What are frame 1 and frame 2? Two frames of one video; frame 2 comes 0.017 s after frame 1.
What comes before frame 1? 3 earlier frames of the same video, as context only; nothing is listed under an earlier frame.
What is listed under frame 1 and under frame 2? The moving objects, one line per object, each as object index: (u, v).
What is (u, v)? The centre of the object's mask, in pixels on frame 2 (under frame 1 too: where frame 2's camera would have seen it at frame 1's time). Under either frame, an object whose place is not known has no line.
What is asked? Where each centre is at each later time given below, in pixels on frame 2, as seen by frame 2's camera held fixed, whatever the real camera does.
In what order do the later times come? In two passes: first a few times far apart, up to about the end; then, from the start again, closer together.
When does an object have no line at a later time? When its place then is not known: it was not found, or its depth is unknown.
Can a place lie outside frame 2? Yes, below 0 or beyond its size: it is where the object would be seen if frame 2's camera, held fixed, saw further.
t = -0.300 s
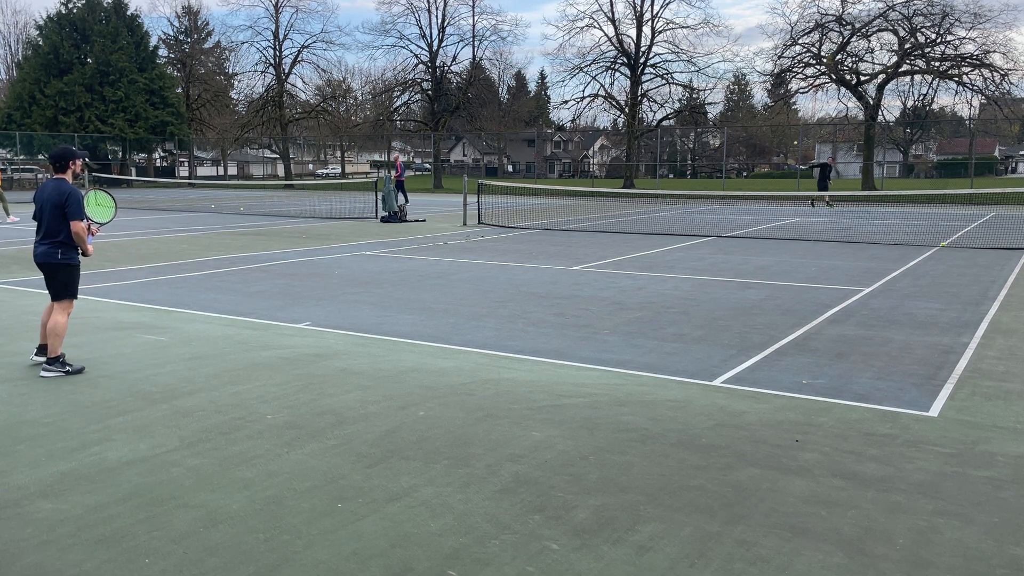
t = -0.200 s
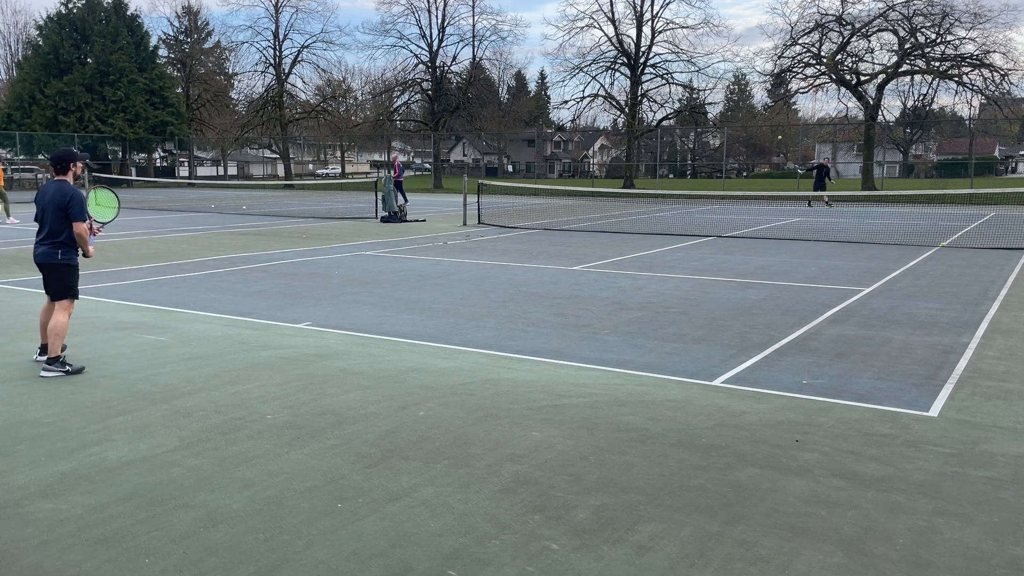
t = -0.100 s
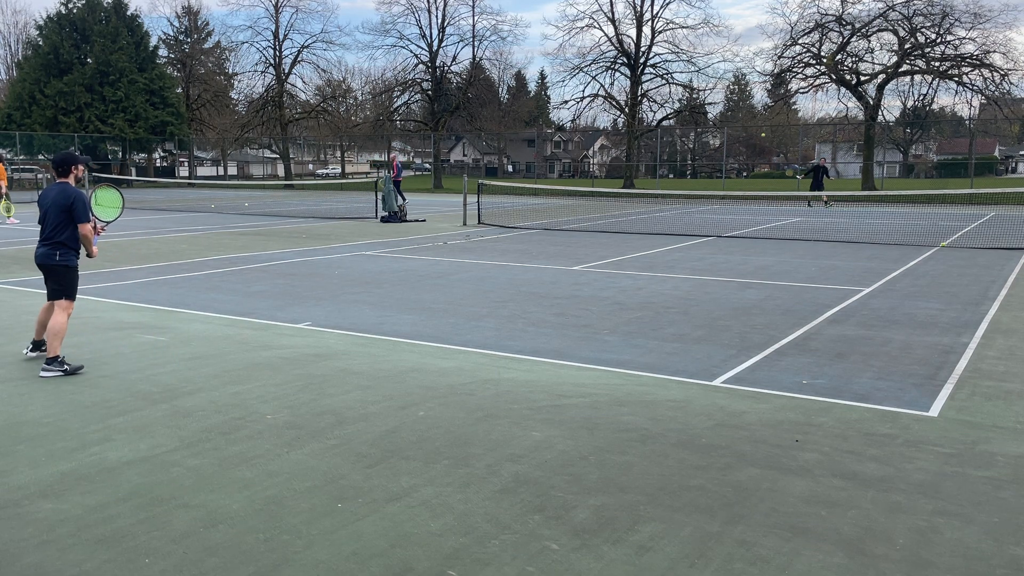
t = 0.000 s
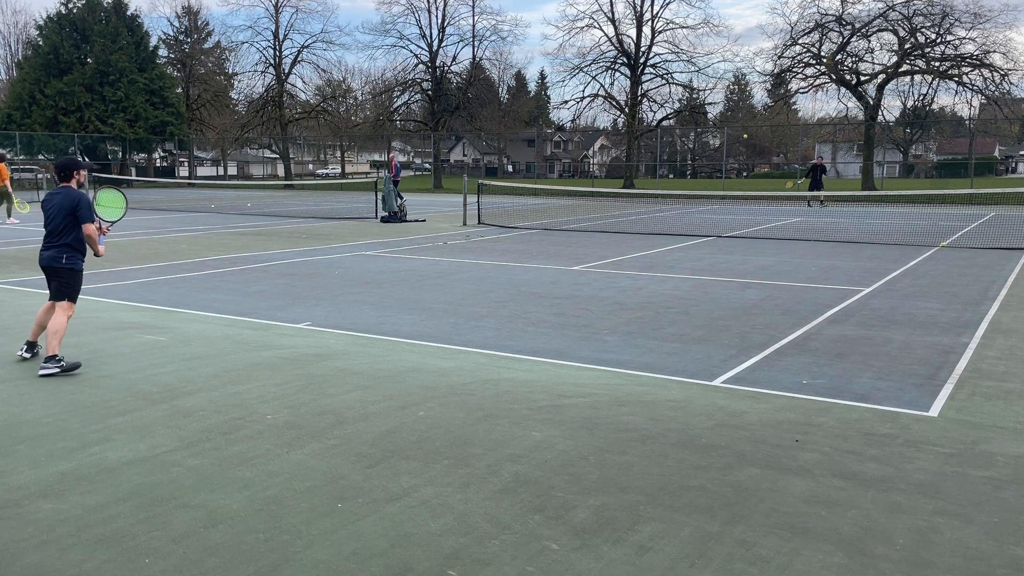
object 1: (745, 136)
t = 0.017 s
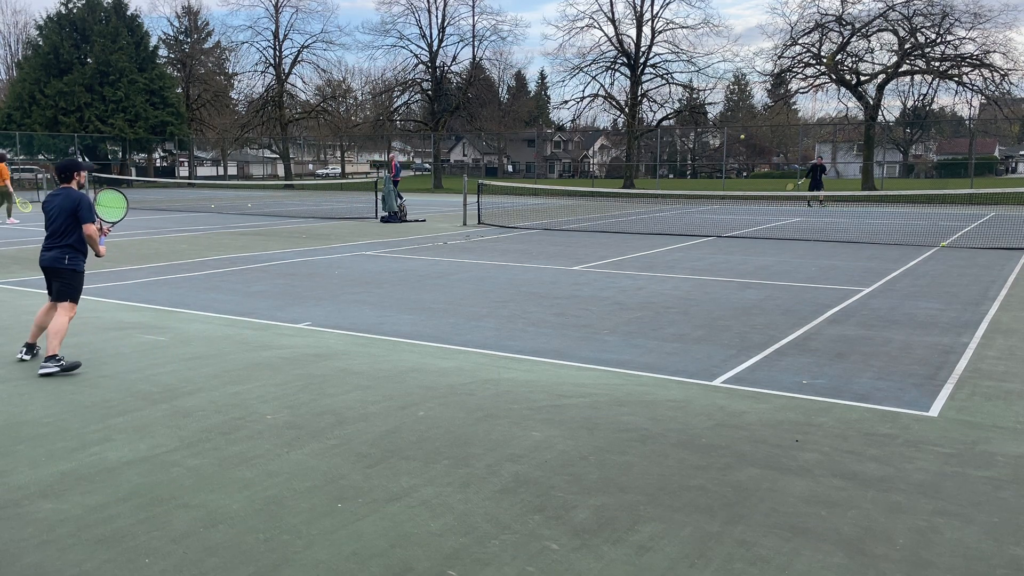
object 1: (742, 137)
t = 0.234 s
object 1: (699, 156)
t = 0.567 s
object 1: (615, 242)
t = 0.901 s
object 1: (567, 218)
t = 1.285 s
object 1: (513, 247)
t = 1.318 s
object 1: (508, 256)
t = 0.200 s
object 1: (706, 152)
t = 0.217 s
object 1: (702, 154)
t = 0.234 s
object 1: (699, 156)
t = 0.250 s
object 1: (694, 159)
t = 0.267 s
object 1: (691, 161)
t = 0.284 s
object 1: (688, 164)
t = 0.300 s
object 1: (684, 167)
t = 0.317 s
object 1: (680, 171)
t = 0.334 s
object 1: (675, 174)
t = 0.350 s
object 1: (671, 177)
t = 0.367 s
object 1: (668, 181)
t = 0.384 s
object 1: (664, 185)
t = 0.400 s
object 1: (659, 189)
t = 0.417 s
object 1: (655, 194)
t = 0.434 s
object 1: (651, 198)
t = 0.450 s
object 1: (647, 203)
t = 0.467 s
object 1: (643, 207)
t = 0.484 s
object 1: (638, 212)
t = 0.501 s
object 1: (633, 218)
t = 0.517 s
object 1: (629, 223)
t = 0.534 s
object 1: (624, 229)
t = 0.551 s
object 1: (620, 235)
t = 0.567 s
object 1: (615, 242)
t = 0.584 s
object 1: (610, 248)
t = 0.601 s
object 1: (605, 255)
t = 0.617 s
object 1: (600, 262)
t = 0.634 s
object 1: (597, 261)
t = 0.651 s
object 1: (596, 257)
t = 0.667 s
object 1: (594, 253)
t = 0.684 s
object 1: (592, 249)
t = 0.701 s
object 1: (591, 246)
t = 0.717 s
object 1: (589, 242)
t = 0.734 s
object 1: (587, 239)
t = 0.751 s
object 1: (585, 236)
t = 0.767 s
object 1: (583, 234)
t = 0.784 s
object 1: (581, 231)
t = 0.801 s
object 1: (579, 229)
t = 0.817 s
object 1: (577, 227)
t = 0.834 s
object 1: (575, 225)
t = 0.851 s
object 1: (573, 223)
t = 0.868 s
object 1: (572, 221)
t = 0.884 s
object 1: (569, 219)
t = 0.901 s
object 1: (567, 218)
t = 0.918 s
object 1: (565, 217)
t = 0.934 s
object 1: (563, 216)
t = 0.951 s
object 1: (561, 215)
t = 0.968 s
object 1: (559, 215)
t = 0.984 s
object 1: (557, 214)
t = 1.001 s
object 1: (554, 214)
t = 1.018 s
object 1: (552, 214)
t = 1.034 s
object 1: (550, 214)
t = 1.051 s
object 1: (547, 215)
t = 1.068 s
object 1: (545, 216)
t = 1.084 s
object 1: (543, 217)
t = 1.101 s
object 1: (540, 218)
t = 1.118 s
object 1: (538, 219)
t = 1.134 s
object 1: (536, 221)
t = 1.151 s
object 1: (533, 223)
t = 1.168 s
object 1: (531, 225)
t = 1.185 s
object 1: (528, 227)
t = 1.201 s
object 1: (526, 229)
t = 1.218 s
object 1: (523, 233)
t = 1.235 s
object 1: (521, 236)
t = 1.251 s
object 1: (518, 239)
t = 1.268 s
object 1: (516, 243)
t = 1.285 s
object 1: (513, 247)
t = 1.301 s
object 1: (510, 251)
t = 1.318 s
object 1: (508, 256)
